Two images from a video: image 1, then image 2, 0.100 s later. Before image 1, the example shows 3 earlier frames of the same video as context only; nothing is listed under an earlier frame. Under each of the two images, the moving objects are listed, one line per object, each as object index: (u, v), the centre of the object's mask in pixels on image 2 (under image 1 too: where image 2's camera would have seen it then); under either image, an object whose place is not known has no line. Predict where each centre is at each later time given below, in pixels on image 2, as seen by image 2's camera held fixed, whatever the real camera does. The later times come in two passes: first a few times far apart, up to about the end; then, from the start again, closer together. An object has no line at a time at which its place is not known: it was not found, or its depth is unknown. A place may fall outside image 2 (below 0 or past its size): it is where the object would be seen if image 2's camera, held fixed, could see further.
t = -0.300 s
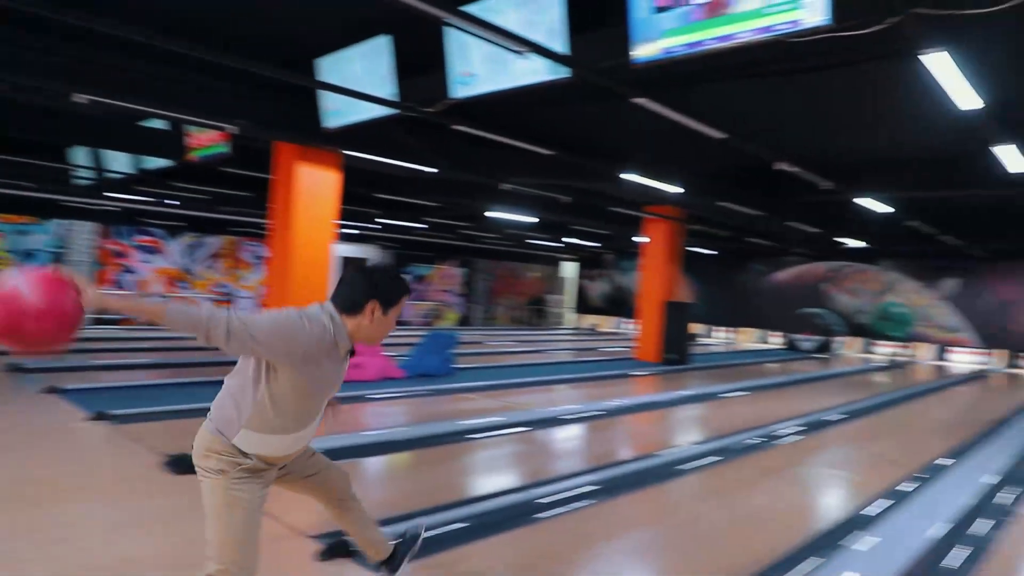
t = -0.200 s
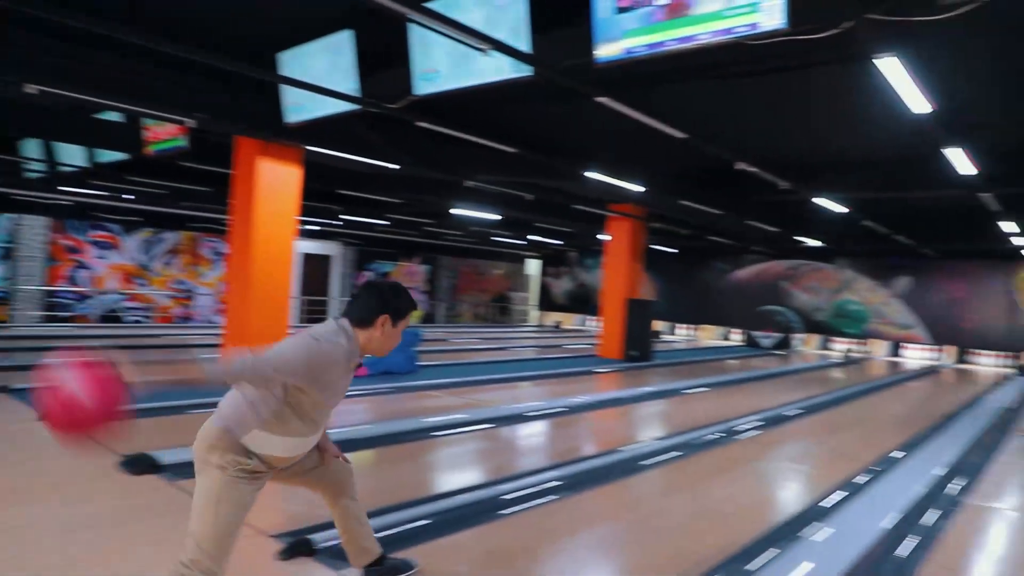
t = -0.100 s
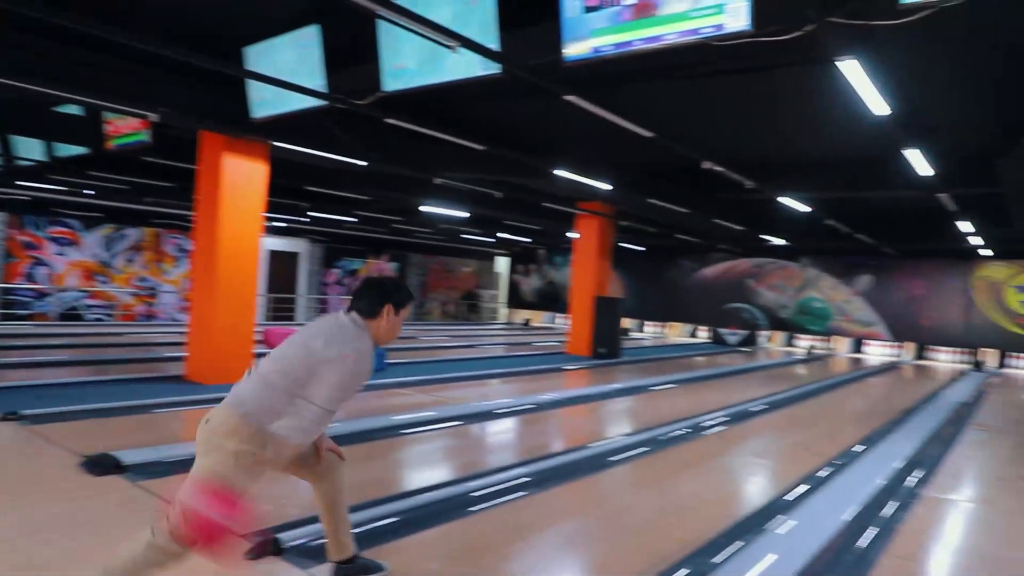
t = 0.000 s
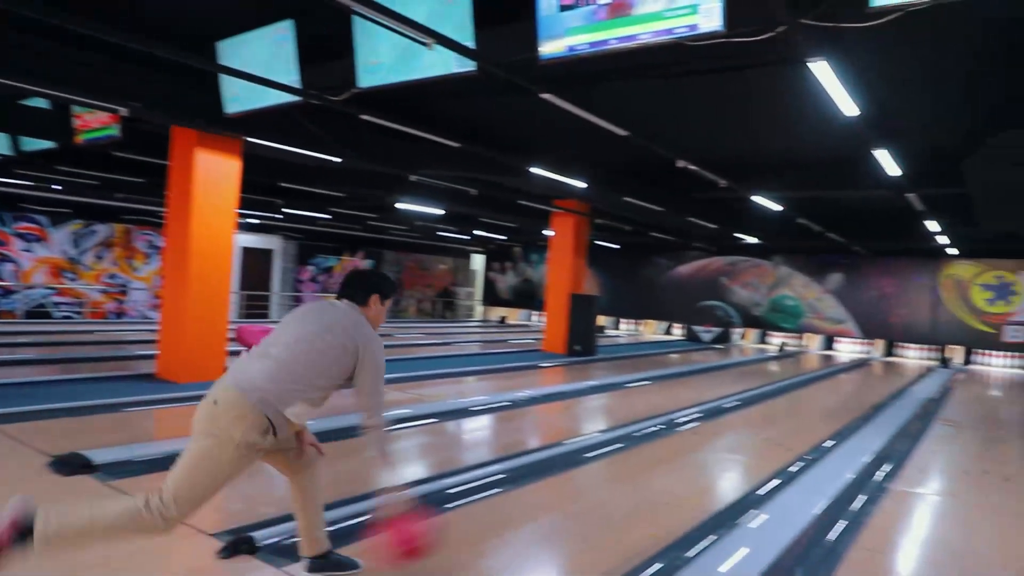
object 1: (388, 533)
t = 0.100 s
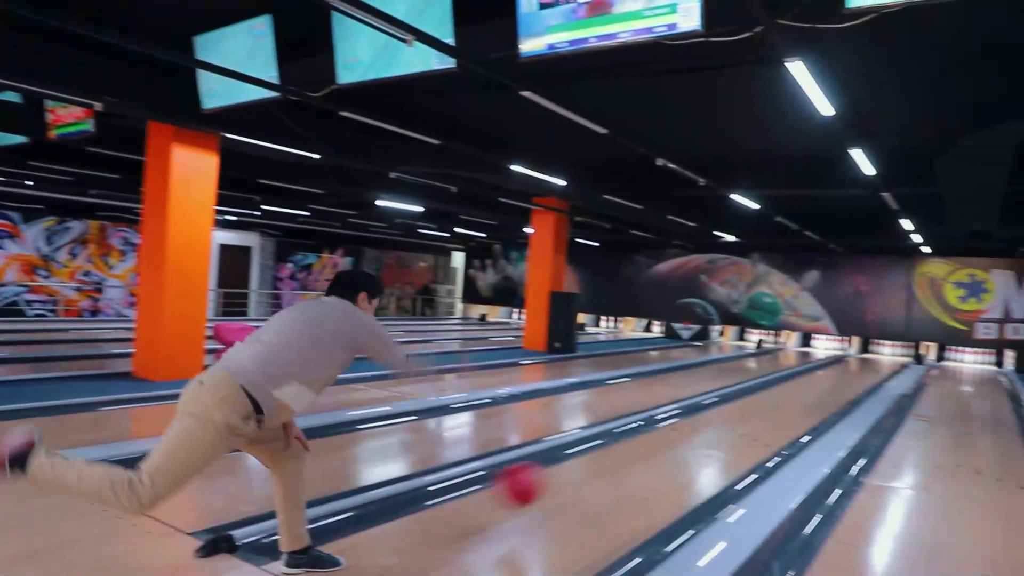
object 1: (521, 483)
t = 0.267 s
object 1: (642, 455)
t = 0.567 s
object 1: (748, 409)
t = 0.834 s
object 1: (796, 387)
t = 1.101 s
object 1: (825, 374)
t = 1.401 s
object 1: (846, 364)
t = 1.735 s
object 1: (862, 357)
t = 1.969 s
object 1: (868, 352)
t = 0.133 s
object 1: (550, 476)
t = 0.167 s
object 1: (579, 471)
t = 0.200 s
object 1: (602, 469)
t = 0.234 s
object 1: (623, 464)
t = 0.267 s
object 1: (642, 455)
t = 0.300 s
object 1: (659, 449)
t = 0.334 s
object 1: (674, 442)
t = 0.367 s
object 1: (688, 435)
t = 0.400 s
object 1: (701, 430)
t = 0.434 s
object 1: (712, 425)
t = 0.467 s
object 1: (723, 420)
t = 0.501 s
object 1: (732, 416)
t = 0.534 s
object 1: (741, 412)
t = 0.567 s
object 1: (748, 409)
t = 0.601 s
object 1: (756, 406)
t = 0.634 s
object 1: (764, 402)
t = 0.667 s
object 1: (770, 399)
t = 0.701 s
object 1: (775, 397)
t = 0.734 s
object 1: (781, 394)
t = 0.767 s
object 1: (786, 391)
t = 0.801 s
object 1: (791, 389)
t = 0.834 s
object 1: (796, 387)
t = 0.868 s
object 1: (800, 385)
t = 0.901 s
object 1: (804, 383)
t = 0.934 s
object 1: (808, 382)
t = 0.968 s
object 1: (812, 380)
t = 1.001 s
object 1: (815, 378)
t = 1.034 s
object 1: (818, 377)
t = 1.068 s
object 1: (822, 375)
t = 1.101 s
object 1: (825, 374)
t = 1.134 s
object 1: (828, 373)
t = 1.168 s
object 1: (830, 371)
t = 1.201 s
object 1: (833, 370)
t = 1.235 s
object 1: (835, 369)
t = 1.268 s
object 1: (837, 367)
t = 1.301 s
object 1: (839, 367)
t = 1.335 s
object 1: (842, 366)
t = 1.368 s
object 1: (844, 365)
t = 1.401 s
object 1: (846, 364)
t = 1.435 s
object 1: (847, 363)
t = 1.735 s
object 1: (862, 357)
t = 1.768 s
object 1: (863, 356)
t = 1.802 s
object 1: (864, 355)
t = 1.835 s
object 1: (865, 355)
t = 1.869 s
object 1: (866, 354)
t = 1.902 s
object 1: (866, 354)
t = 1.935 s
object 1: (867, 353)
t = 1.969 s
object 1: (868, 352)
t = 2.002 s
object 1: (869, 352)
